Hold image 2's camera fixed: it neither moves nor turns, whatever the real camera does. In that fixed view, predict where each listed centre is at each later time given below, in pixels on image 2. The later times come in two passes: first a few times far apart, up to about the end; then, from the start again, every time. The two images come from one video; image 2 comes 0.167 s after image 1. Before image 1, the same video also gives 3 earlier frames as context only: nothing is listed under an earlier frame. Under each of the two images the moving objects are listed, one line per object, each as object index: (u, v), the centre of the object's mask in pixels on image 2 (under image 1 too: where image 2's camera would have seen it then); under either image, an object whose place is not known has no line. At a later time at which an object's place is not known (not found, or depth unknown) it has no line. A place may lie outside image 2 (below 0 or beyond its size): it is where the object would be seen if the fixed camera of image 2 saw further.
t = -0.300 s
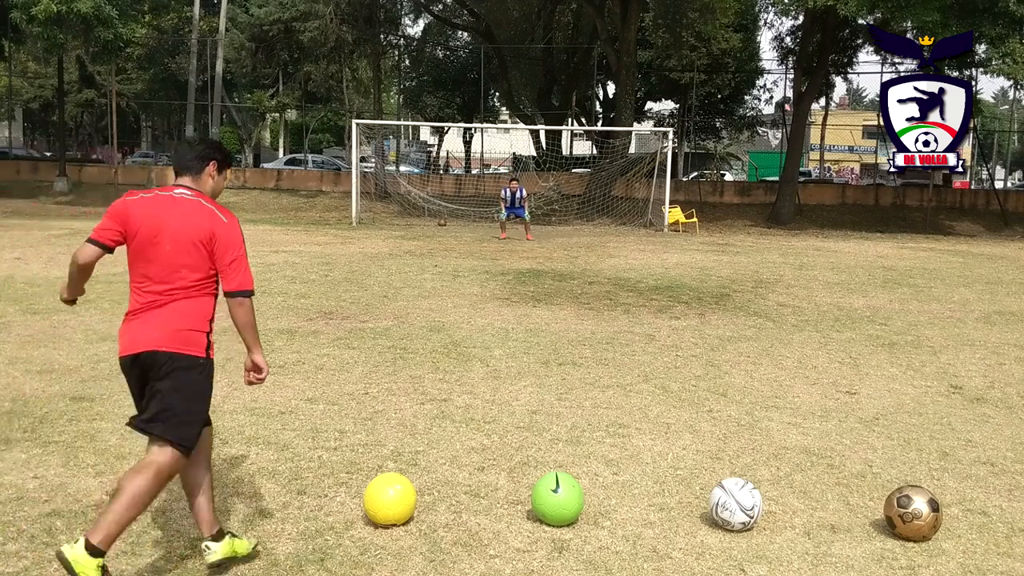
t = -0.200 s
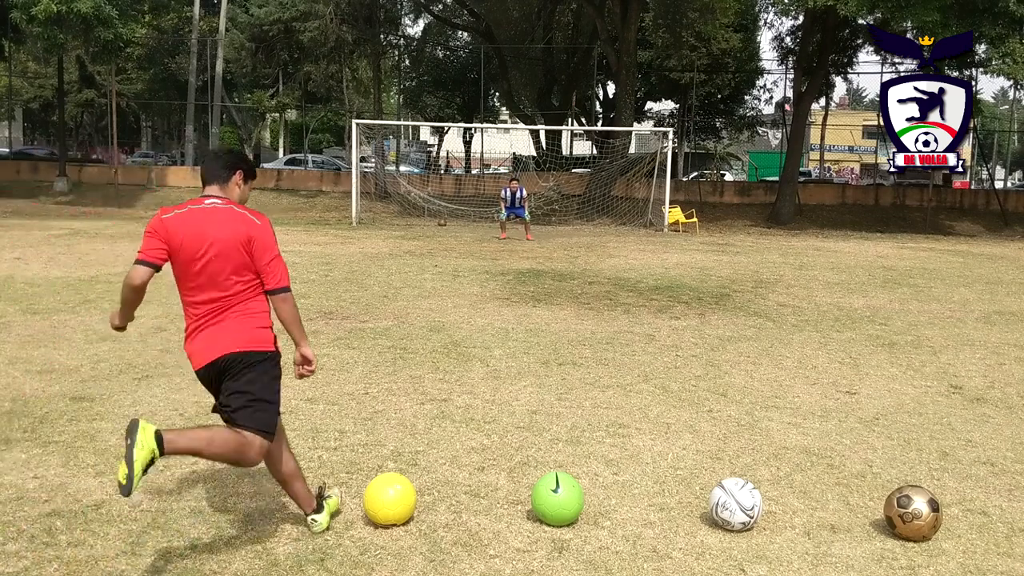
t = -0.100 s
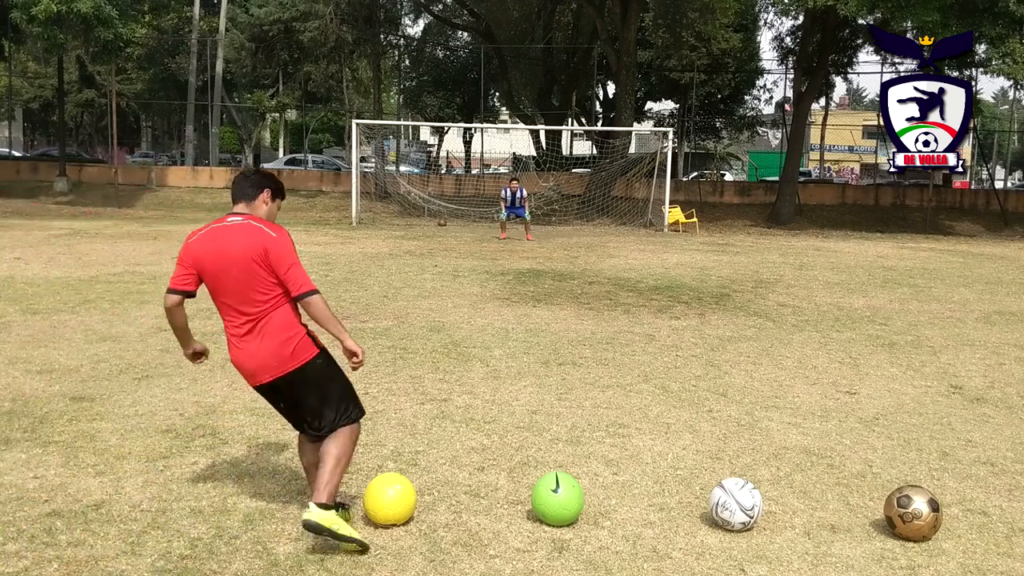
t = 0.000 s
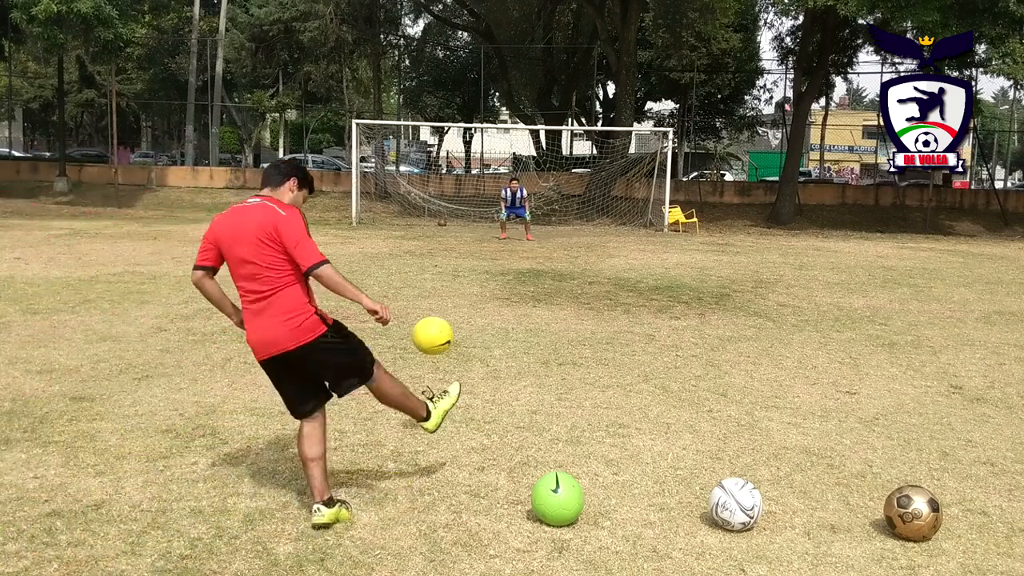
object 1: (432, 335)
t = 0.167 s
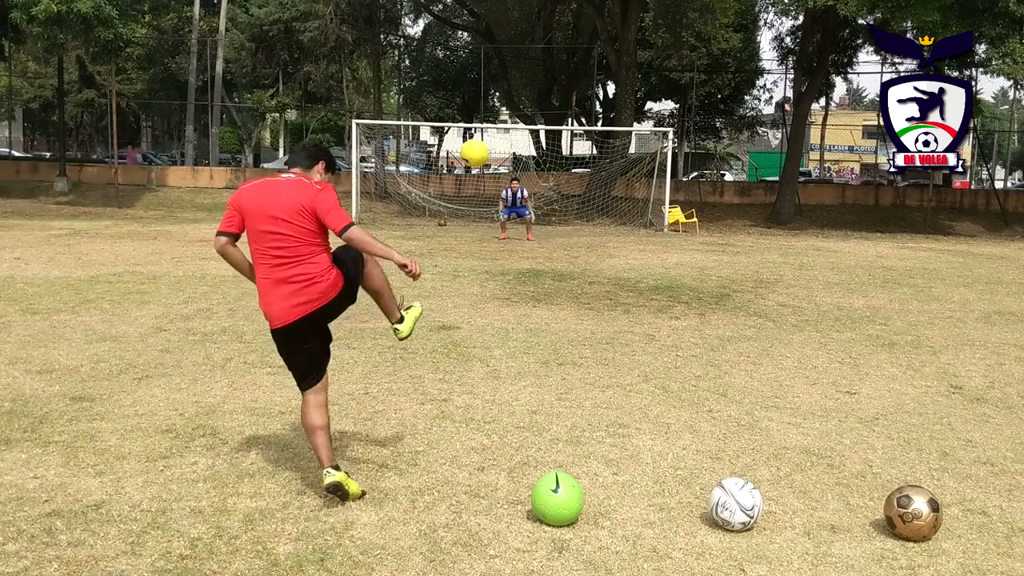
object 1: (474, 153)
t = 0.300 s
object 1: (487, 90)
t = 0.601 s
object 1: (492, 57)
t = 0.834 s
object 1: (487, 77)
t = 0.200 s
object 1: (478, 132)
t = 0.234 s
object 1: (482, 116)
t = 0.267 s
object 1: (485, 102)
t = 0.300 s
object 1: (487, 90)
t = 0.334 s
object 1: (489, 81)
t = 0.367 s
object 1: (490, 74)
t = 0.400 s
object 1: (491, 68)
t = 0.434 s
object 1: (492, 63)
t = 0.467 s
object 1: (492, 60)
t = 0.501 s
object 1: (493, 58)
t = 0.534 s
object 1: (493, 56)
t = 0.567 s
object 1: (493, 56)
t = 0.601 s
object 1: (492, 57)
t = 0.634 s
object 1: (492, 58)
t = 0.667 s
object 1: (492, 60)
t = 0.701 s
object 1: (491, 62)
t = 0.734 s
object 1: (490, 66)
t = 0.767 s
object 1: (489, 69)
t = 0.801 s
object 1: (488, 73)
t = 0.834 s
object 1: (487, 77)
